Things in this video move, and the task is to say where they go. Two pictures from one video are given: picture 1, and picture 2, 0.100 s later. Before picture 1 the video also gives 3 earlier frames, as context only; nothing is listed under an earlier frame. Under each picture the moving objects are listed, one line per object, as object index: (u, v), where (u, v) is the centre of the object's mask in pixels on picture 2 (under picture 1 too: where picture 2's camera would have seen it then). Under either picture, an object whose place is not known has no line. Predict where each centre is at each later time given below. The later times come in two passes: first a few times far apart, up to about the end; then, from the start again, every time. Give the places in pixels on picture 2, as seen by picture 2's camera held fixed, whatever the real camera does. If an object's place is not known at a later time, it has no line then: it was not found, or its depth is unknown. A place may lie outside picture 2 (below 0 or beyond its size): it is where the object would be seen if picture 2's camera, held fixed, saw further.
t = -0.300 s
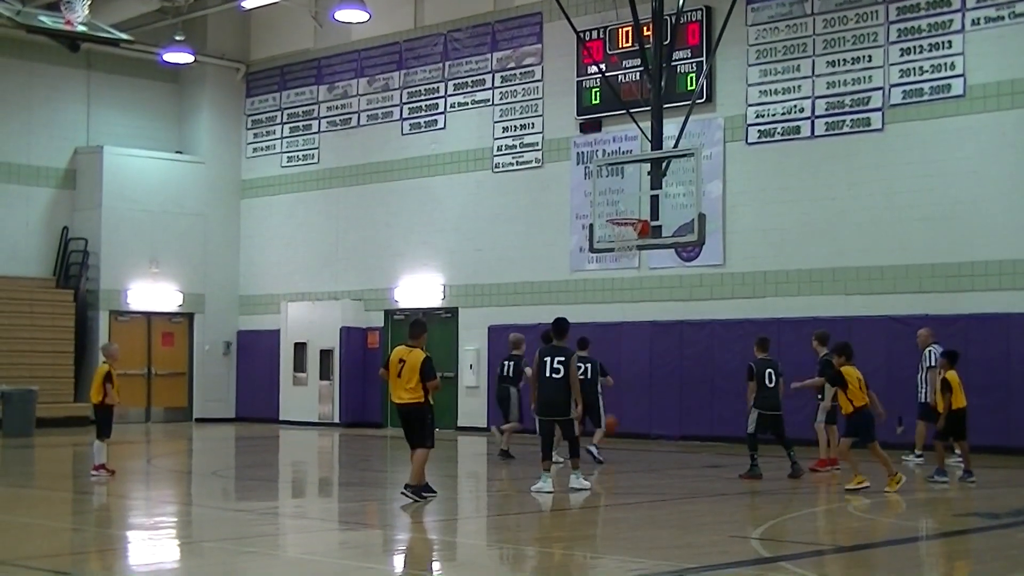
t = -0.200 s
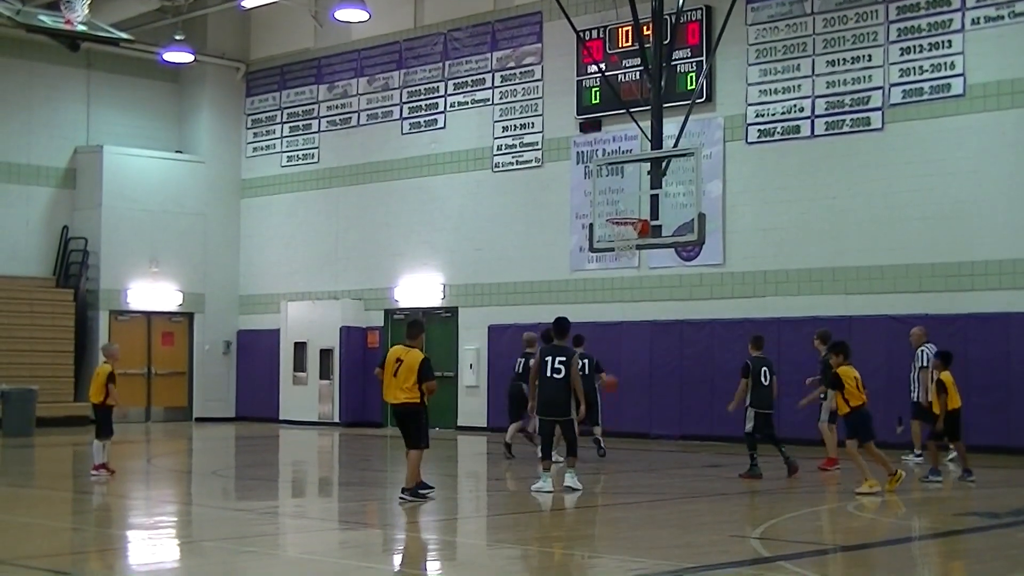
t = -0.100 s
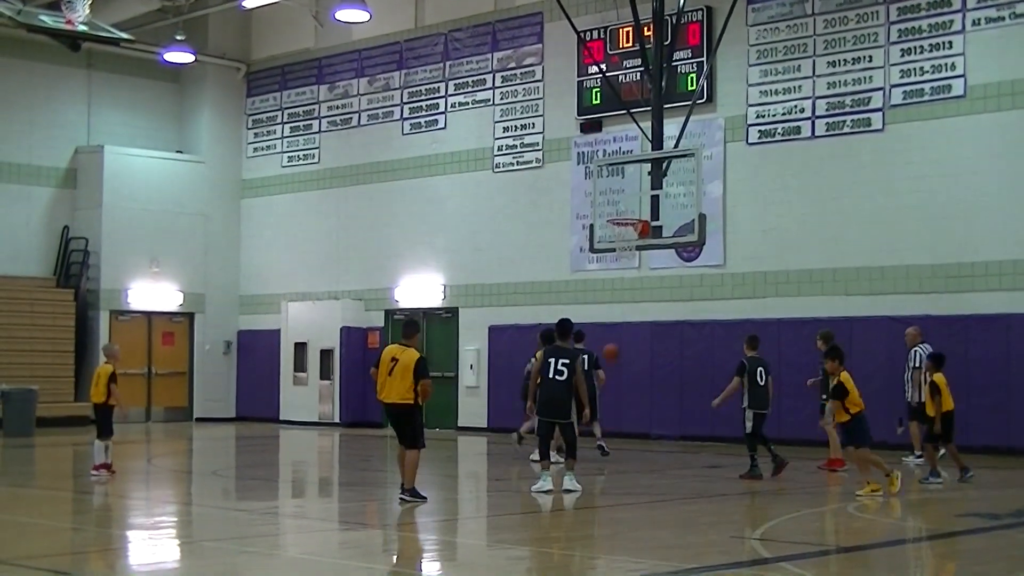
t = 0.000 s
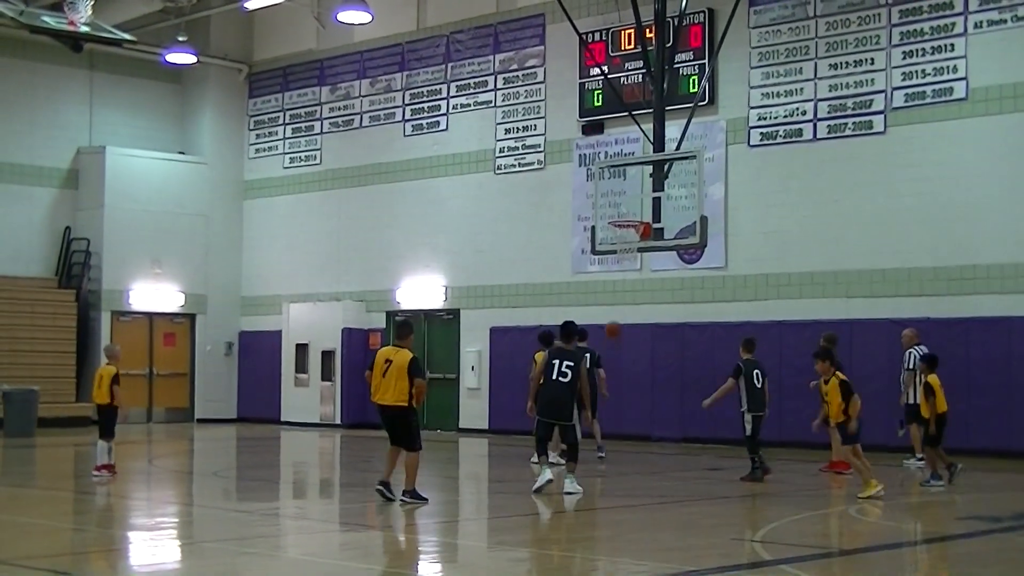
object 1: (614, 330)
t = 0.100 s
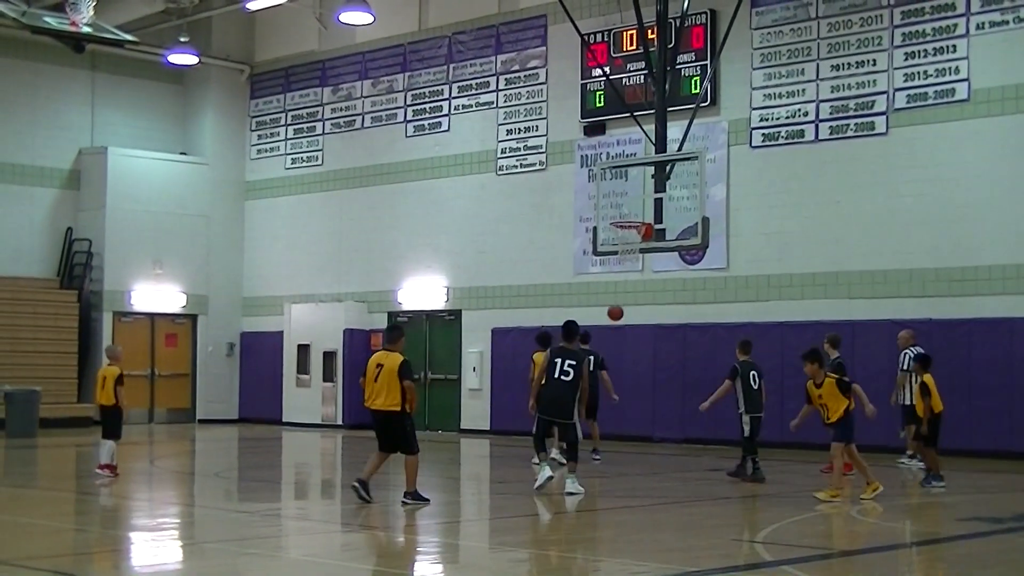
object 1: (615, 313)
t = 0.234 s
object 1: (616, 300)
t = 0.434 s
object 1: (616, 304)
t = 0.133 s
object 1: (616, 309)
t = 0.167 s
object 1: (616, 305)
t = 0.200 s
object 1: (616, 302)
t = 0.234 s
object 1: (616, 300)
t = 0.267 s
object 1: (616, 299)
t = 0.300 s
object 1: (616, 298)
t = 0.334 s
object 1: (616, 299)
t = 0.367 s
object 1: (616, 300)
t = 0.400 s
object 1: (616, 302)
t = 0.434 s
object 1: (616, 304)
